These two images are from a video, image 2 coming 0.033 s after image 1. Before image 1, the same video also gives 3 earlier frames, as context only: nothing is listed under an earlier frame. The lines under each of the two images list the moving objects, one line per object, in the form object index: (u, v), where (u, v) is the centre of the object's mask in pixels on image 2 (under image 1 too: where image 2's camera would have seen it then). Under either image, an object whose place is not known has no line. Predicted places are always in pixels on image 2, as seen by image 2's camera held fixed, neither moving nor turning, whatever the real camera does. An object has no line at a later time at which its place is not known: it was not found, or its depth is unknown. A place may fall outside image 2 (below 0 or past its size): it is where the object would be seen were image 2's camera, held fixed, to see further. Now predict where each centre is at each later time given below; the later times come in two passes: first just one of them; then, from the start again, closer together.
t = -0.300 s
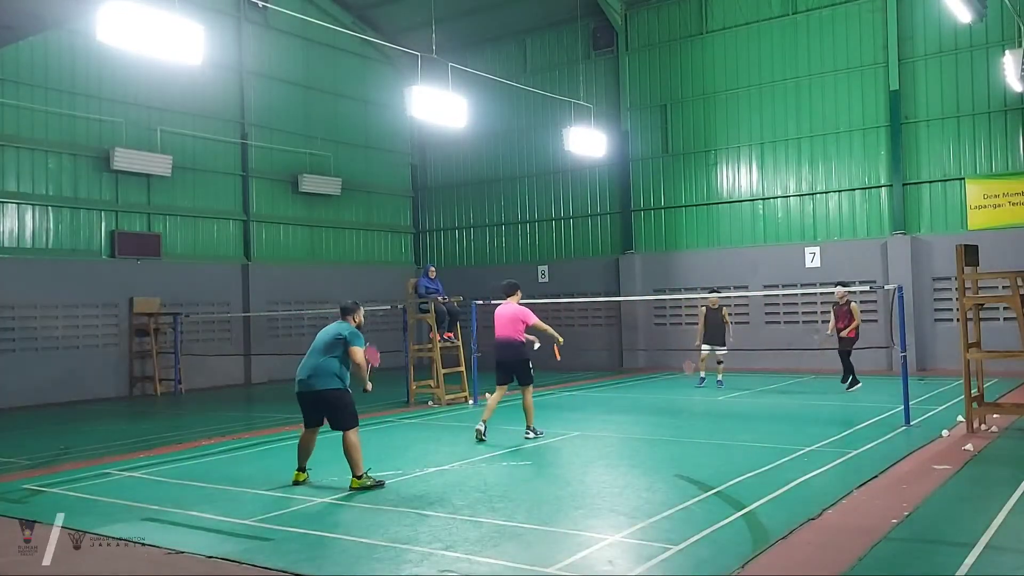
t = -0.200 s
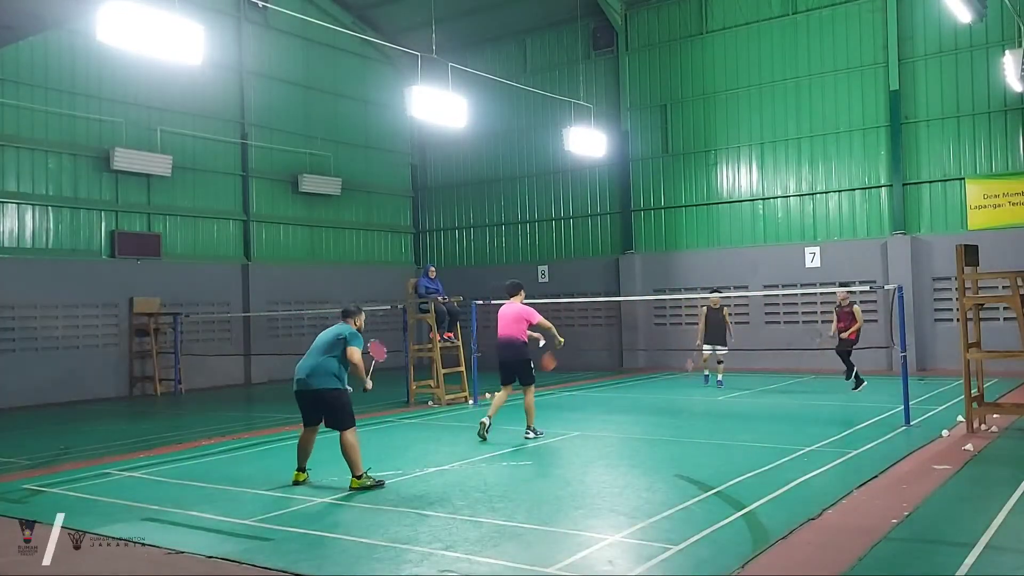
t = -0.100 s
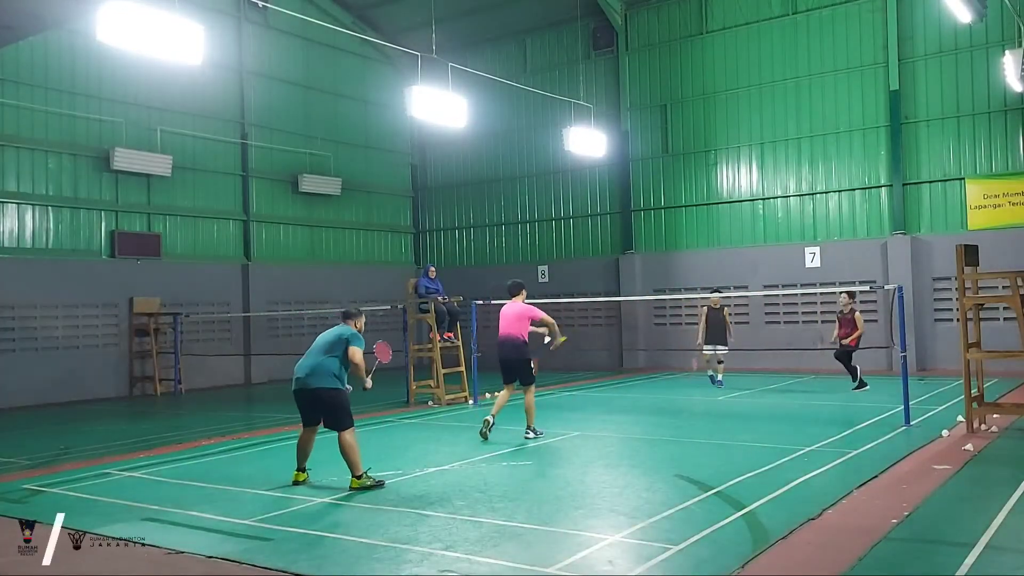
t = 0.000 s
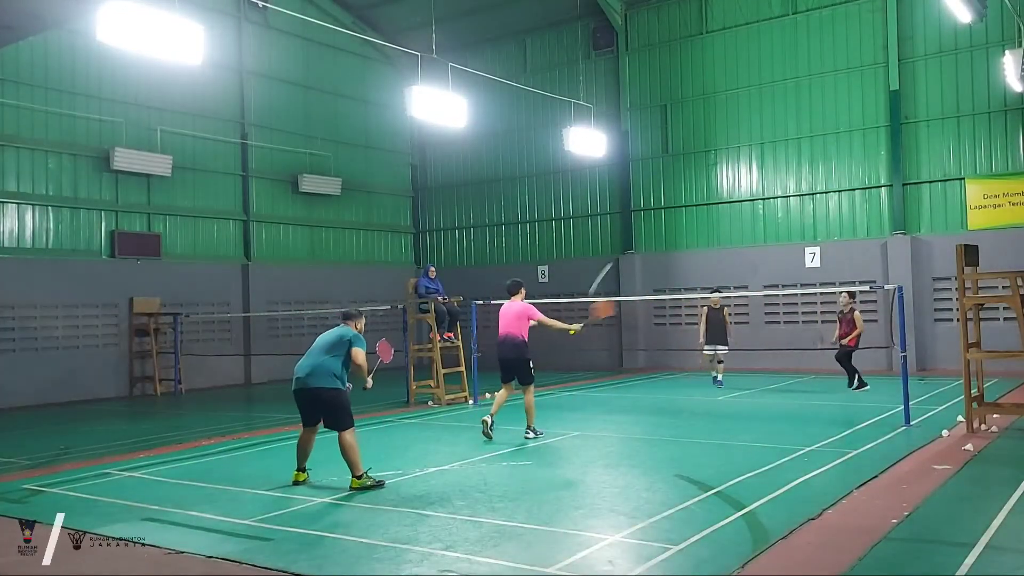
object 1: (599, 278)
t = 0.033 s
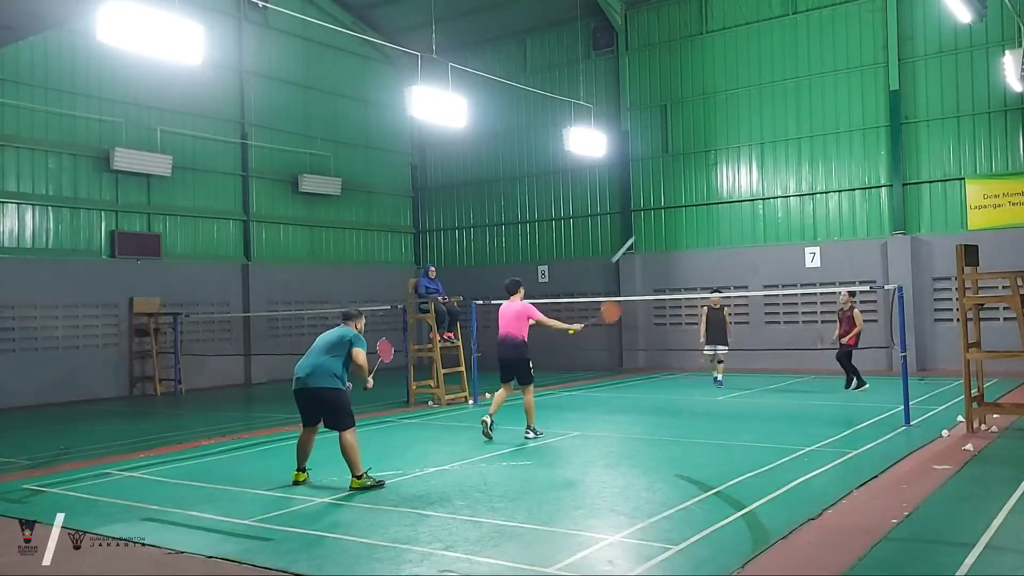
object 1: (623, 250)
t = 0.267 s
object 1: (723, 146)
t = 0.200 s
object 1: (702, 164)
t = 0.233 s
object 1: (713, 154)
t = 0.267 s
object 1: (723, 146)
